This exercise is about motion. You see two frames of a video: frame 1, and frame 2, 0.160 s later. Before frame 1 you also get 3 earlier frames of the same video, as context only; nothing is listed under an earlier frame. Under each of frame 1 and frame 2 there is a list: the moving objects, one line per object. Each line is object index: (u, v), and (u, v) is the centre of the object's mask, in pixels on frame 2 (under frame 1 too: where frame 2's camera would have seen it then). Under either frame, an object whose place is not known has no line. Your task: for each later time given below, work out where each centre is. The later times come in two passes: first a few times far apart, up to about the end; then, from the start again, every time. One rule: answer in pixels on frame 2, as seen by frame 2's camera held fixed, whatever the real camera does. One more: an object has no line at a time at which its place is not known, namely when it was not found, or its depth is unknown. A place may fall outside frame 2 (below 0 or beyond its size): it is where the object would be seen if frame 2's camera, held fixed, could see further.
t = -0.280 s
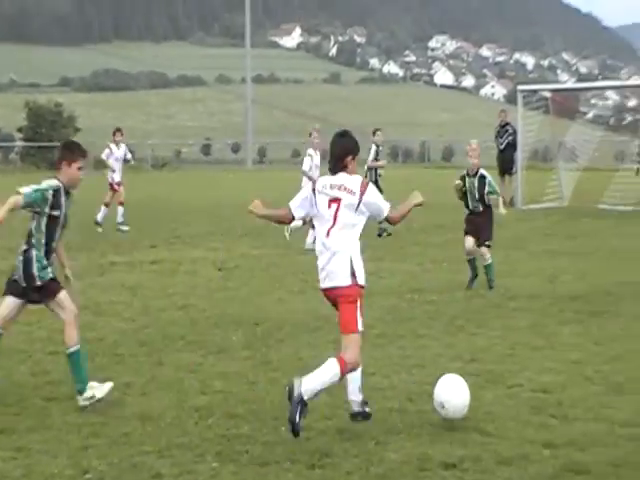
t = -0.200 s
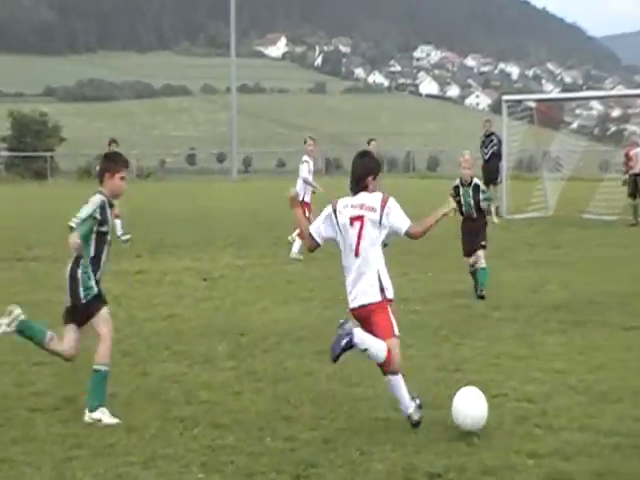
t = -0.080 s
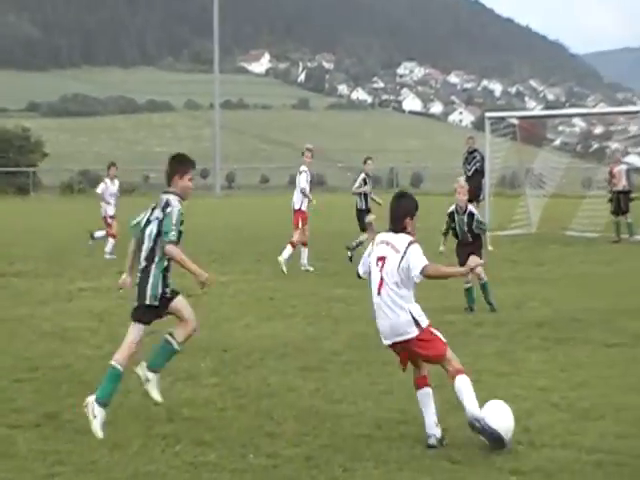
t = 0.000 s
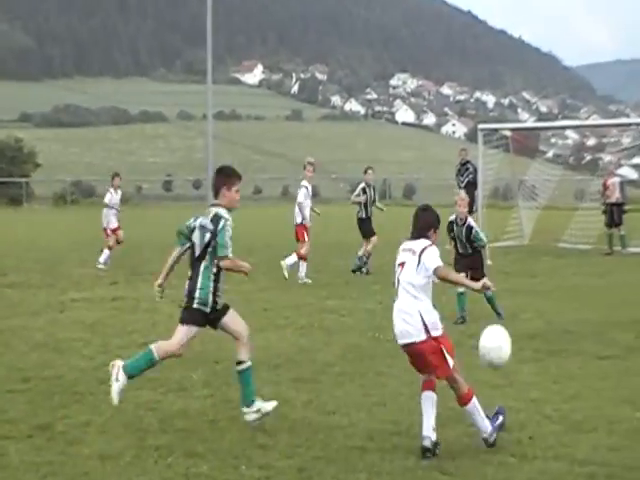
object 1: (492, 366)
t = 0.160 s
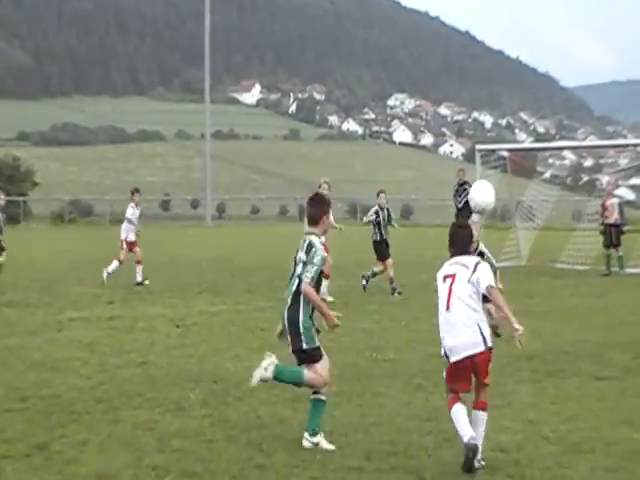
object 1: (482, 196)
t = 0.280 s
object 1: (474, 124)
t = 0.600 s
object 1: (447, 48)
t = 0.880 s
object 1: (420, 58)
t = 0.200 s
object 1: (479, 169)
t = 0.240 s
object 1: (477, 145)
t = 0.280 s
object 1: (474, 124)
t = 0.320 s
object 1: (471, 106)
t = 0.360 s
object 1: (468, 92)
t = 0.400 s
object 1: (465, 80)
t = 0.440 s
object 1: (461, 70)
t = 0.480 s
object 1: (458, 61)
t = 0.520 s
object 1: (455, 55)
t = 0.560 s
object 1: (451, 51)
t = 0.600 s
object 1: (447, 48)
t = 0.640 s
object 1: (443, 45)
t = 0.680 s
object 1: (439, 45)
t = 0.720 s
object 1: (436, 45)
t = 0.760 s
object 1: (432, 48)
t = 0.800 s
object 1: (427, 50)
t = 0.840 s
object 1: (424, 53)
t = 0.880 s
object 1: (420, 58)
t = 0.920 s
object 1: (416, 64)
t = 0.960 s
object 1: (412, 69)
